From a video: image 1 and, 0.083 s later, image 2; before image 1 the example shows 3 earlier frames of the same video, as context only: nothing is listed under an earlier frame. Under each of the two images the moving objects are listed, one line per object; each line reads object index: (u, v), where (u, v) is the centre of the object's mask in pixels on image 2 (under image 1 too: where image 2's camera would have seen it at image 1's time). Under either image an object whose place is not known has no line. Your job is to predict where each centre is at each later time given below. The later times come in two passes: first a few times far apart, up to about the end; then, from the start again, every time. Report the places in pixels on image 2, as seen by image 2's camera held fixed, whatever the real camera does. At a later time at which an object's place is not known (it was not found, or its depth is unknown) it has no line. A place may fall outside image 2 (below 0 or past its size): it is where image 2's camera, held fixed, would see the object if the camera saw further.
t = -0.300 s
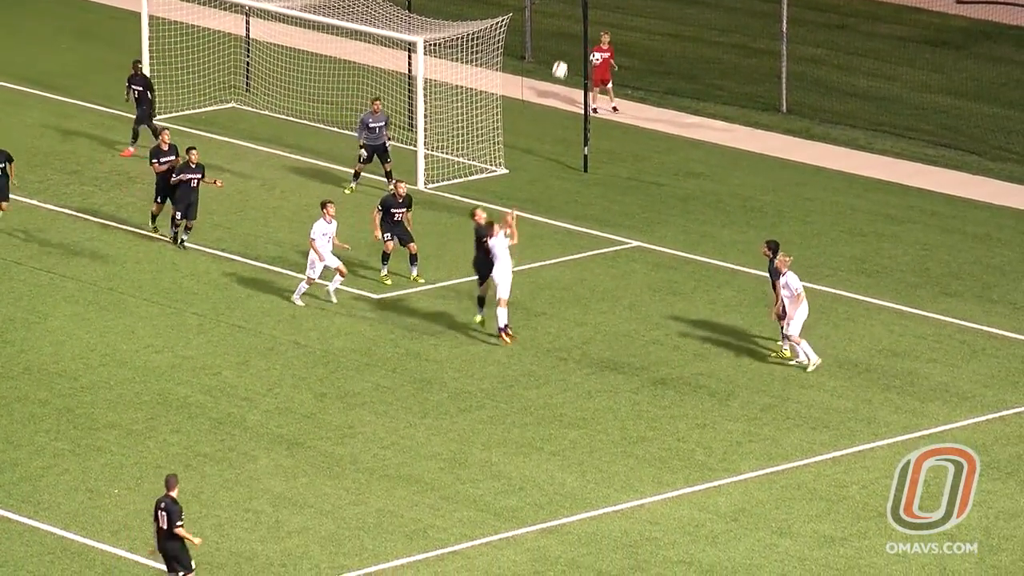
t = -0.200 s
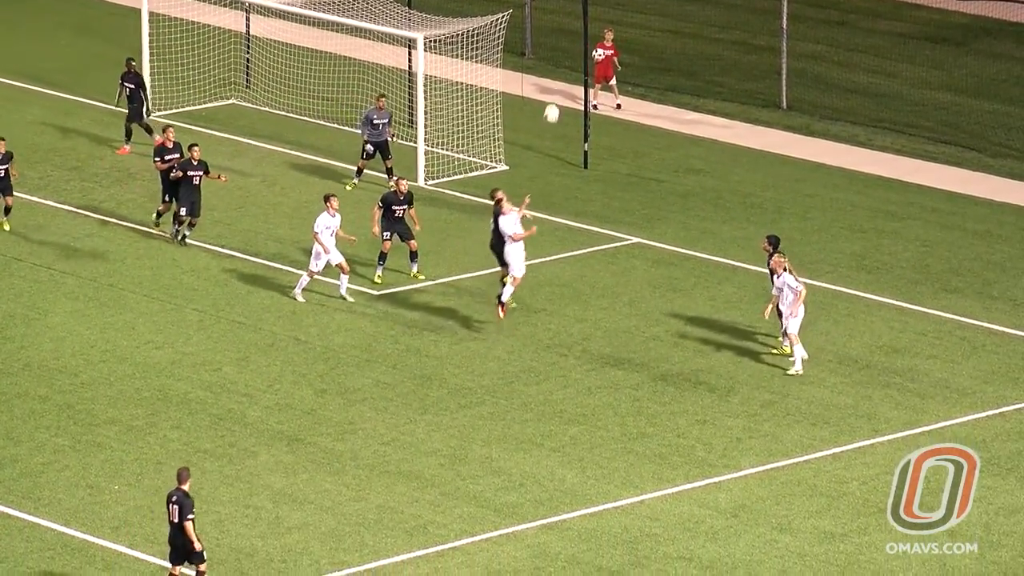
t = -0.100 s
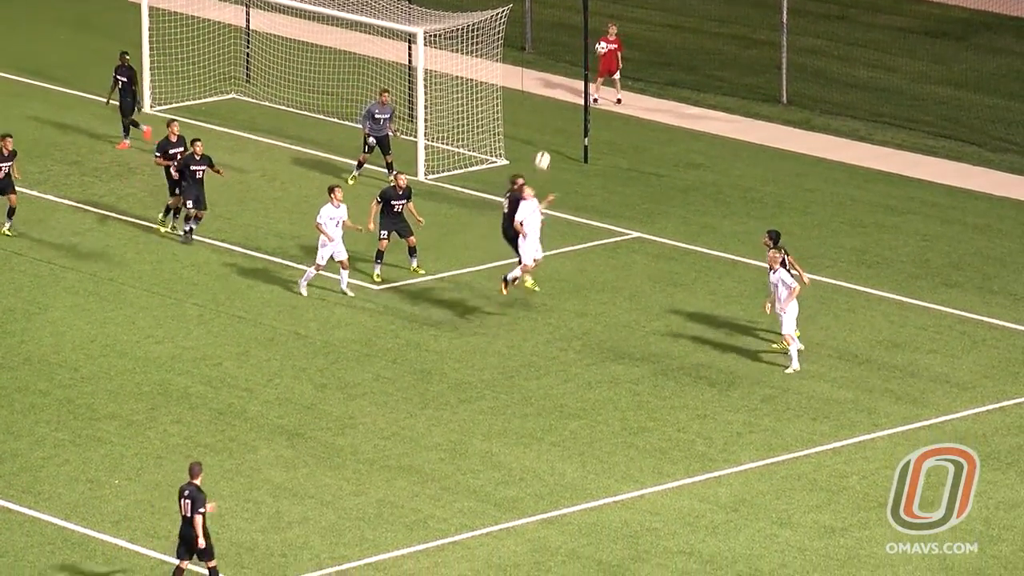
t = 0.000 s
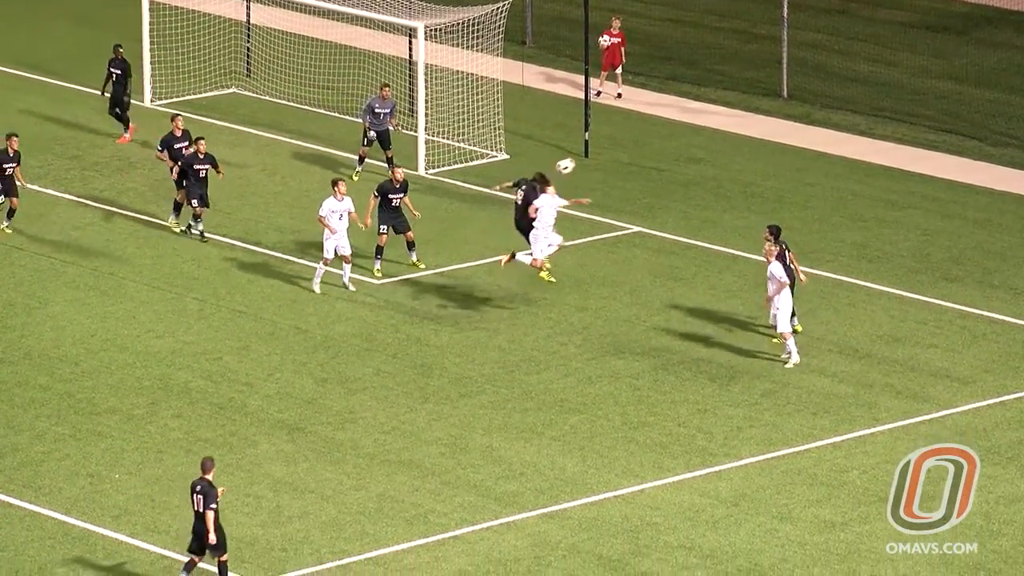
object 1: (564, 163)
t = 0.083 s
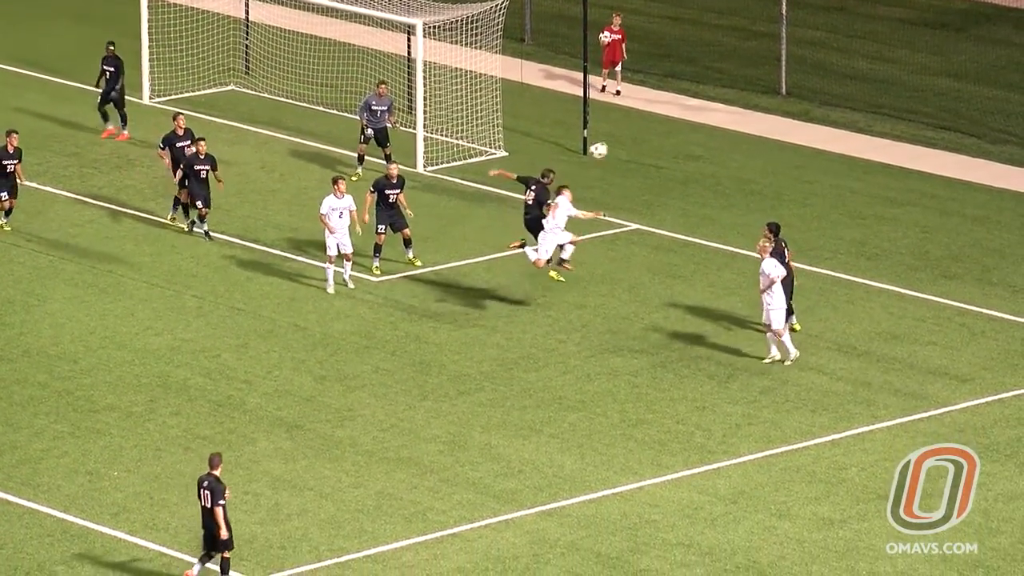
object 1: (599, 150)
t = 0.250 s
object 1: (668, 138)
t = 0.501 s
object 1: (772, 155)
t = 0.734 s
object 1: (867, 209)
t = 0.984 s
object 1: (971, 306)
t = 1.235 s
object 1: (1060, 372)
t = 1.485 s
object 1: (1114, 321)
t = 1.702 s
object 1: (1155, 313)
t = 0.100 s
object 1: (606, 148)
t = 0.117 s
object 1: (612, 147)
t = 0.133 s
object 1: (619, 145)
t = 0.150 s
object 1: (626, 143)
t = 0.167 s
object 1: (633, 142)
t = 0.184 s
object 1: (640, 141)
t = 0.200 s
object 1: (647, 140)
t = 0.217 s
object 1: (654, 139)
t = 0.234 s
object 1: (661, 138)
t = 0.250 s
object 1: (668, 138)
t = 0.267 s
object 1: (674, 138)
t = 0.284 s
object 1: (682, 138)
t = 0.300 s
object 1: (689, 139)
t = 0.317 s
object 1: (696, 139)
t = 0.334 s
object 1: (703, 139)
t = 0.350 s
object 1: (710, 140)
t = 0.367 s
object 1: (717, 141)
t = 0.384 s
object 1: (723, 142)
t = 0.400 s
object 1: (730, 143)
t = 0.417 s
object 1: (737, 145)
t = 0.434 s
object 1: (744, 147)
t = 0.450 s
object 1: (751, 148)
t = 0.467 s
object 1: (758, 151)
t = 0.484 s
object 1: (765, 153)
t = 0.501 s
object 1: (772, 155)
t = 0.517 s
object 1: (778, 158)
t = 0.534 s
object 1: (785, 161)
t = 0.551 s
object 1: (792, 164)
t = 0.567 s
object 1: (798, 167)
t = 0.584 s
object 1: (805, 170)
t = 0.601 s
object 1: (812, 174)
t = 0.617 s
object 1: (819, 177)
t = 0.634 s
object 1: (826, 182)
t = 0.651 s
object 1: (833, 186)
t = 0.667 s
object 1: (840, 190)
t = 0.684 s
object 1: (847, 194)
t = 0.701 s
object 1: (854, 199)
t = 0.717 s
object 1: (861, 204)
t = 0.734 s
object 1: (867, 209)
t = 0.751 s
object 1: (874, 214)
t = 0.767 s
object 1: (881, 219)
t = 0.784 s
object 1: (888, 225)
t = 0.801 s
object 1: (894, 231)
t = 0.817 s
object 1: (902, 237)
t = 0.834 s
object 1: (908, 243)
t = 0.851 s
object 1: (916, 249)
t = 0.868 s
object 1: (922, 255)
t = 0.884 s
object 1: (930, 262)
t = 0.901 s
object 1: (936, 269)
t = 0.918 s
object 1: (943, 276)
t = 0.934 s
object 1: (950, 284)
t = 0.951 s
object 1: (957, 291)
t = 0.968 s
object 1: (964, 298)
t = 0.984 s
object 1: (971, 306)
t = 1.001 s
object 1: (979, 315)
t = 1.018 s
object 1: (986, 323)
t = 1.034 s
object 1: (992, 331)
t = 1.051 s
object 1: (999, 339)
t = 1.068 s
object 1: (1006, 348)
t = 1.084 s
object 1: (1013, 358)
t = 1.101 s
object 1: (1020, 366)
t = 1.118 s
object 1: (1028, 376)
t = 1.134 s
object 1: (1034, 386)
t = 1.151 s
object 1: (1041, 395)
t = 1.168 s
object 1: (1045, 393)
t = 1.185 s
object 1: (1049, 389)
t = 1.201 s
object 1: (1053, 383)
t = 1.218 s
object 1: (1057, 378)
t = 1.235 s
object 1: (1060, 372)
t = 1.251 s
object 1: (1064, 368)
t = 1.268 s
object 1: (1067, 363)
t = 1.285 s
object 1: (1070, 359)
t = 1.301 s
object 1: (1075, 354)
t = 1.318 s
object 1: (1078, 350)
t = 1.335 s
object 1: (1082, 347)
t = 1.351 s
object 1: (1085, 344)
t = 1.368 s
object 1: (1089, 339)
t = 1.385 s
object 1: (1092, 336)
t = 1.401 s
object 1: (1096, 333)
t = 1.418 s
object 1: (1100, 330)
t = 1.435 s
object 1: (1103, 328)
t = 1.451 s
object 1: (1107, 325)
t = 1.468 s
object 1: (1110, 323)
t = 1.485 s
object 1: (1114, 321)
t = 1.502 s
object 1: (1118, 319)
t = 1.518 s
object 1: (1121, 317)
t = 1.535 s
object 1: (1125, 316)
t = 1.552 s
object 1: (1129, 315)
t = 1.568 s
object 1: (1132, 314)
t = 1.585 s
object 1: (1135, 314)
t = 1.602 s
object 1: (1139, 312)
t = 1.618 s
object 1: (1143, 312)
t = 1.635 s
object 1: (1146, 311)
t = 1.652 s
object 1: (1150, 311)
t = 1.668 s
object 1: (1152, 312)
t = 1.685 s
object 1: (1153, 312)
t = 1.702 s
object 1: (1155, 313)
